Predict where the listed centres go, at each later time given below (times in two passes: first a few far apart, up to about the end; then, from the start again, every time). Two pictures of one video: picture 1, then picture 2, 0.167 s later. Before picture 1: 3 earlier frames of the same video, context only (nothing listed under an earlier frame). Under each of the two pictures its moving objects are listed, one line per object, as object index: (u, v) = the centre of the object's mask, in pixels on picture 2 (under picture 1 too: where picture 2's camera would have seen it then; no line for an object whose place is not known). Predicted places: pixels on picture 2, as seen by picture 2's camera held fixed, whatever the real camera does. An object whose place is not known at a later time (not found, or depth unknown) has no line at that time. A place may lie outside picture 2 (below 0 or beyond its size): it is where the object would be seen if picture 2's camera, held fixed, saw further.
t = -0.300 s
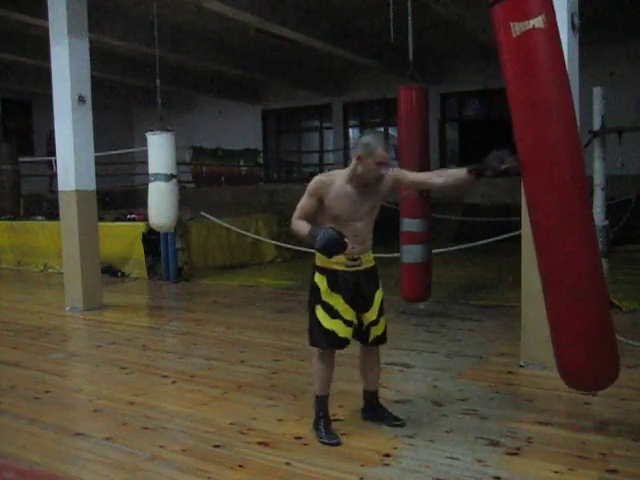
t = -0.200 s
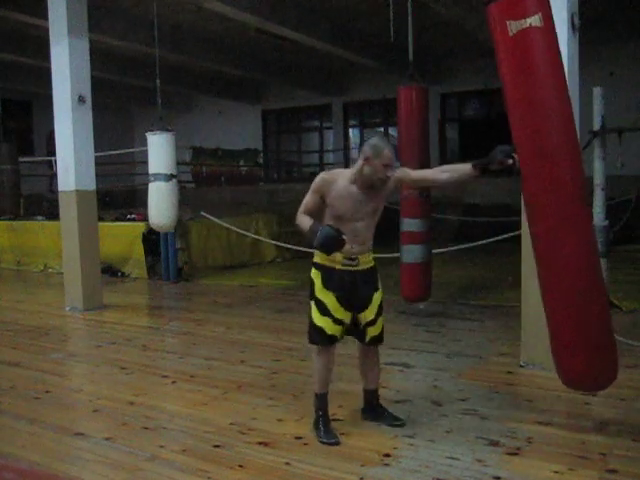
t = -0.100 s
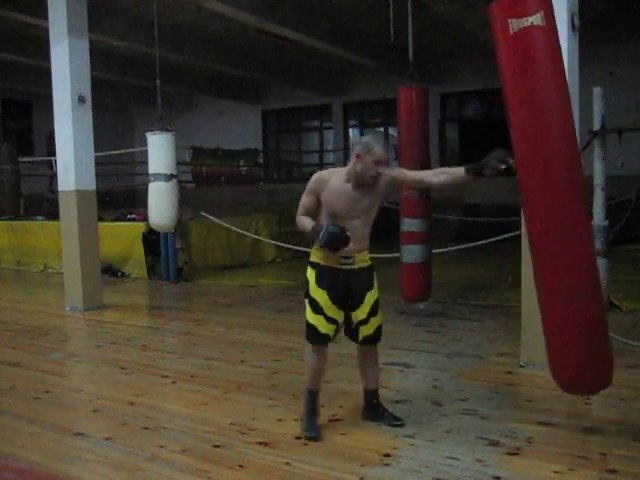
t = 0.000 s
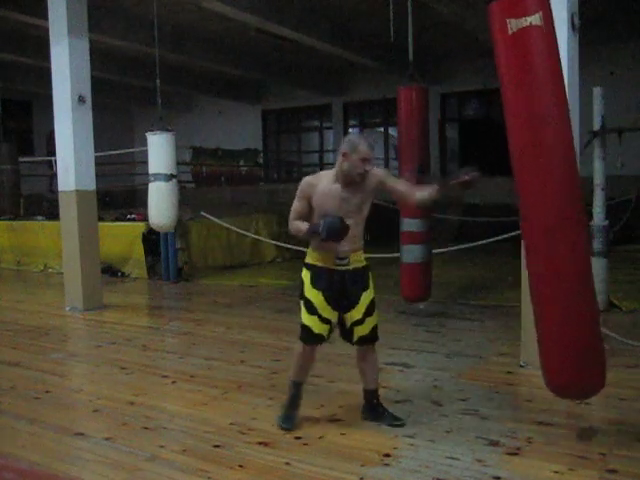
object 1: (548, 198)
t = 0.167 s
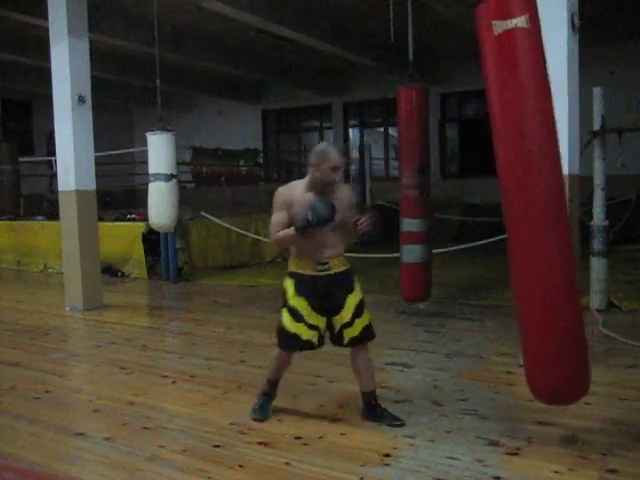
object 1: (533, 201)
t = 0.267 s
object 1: (522, 202)
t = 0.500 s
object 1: (492, 200)
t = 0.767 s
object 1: (454, 202)
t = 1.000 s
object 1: (426, 198)
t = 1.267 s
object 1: (409, 195)
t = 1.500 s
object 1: (404, 193)
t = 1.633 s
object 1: (408, 189)
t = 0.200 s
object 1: (530, 202)
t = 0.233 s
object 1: (526, 202)
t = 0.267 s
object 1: (522, 202)
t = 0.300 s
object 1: (517, 202)
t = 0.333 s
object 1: (513, 201)
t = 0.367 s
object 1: (508, 202)
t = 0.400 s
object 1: (504, 201)
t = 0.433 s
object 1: (500, 200)
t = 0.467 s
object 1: (495, 201)
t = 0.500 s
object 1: (492, 200)
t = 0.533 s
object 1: (487, 202)
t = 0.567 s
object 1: (482, 202)
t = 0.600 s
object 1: (478, 201)
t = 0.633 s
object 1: (473, 202)
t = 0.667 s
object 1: (469, 203)
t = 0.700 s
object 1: (464, 202)
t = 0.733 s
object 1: (459, 202)
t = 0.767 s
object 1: (454, 202)
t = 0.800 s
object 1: (450, 202)
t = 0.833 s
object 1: (445, 202)
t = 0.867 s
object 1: (441, 201)
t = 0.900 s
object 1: (436, 200)
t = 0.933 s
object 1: (432, 200)
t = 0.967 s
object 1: (428, 199)
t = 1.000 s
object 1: (426, 198)
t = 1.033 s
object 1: (423, 197)
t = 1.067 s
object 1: (420, 197)
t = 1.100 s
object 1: (417, 197)
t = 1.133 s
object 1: (415, 196)
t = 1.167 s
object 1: (413, 196)
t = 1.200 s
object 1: (411, 195)
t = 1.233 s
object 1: (410, 195)
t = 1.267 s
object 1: (409, 195)
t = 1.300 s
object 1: (407, 195)
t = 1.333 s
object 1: (406, 194)
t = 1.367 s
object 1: (405, 195)
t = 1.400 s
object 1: (404, 194)
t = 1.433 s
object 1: (404, 193)
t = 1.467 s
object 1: (404, 193)
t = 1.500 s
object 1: (404, 193)
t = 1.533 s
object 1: (404, 191)
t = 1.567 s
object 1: (405, 192)
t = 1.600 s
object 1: (406, 191)
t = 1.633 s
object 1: (408, 189)
